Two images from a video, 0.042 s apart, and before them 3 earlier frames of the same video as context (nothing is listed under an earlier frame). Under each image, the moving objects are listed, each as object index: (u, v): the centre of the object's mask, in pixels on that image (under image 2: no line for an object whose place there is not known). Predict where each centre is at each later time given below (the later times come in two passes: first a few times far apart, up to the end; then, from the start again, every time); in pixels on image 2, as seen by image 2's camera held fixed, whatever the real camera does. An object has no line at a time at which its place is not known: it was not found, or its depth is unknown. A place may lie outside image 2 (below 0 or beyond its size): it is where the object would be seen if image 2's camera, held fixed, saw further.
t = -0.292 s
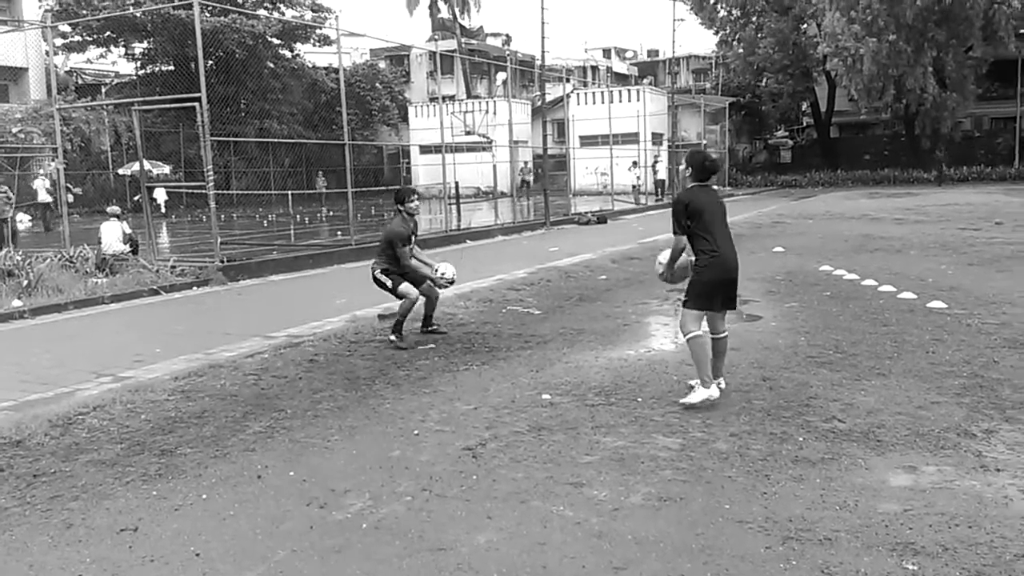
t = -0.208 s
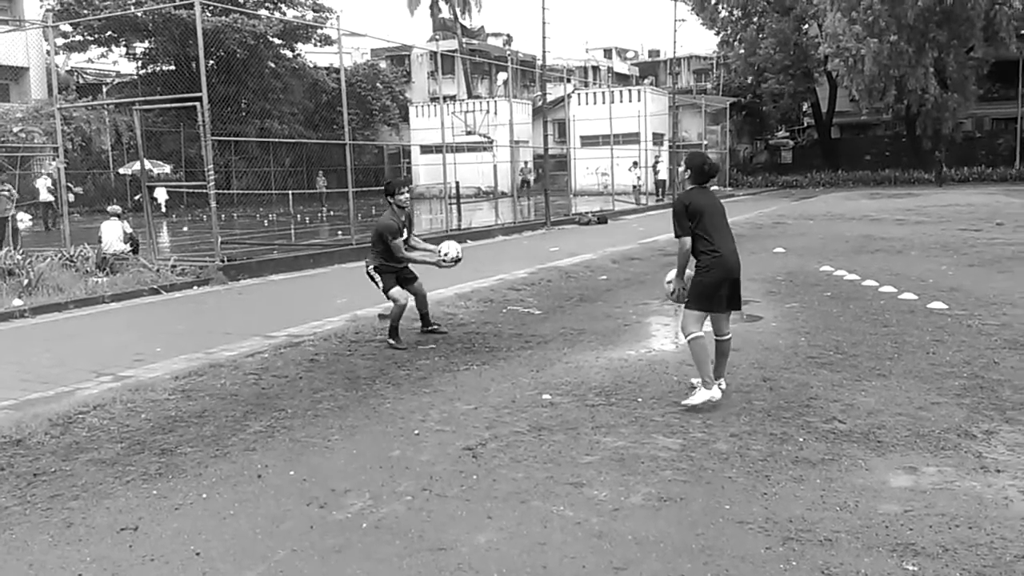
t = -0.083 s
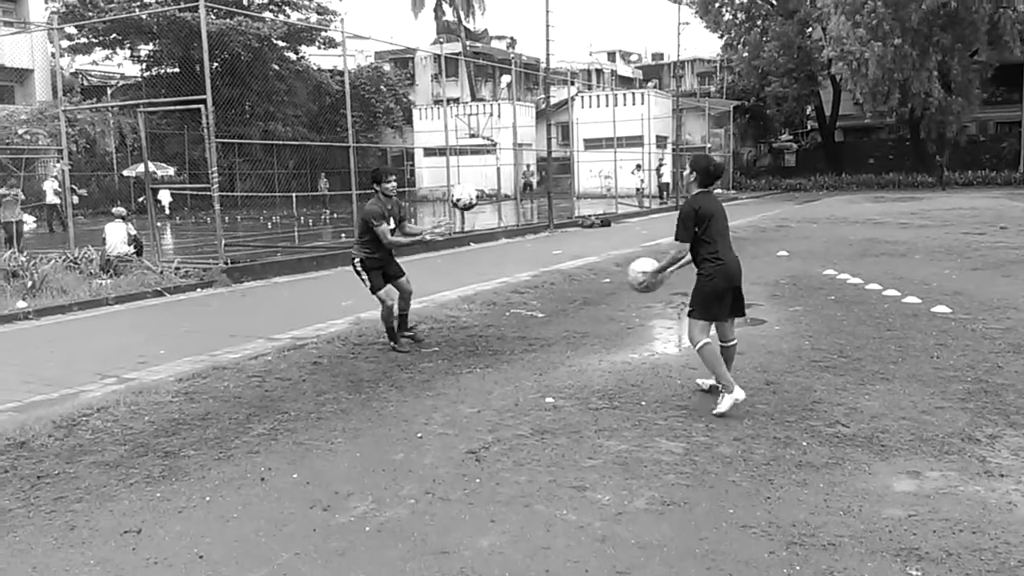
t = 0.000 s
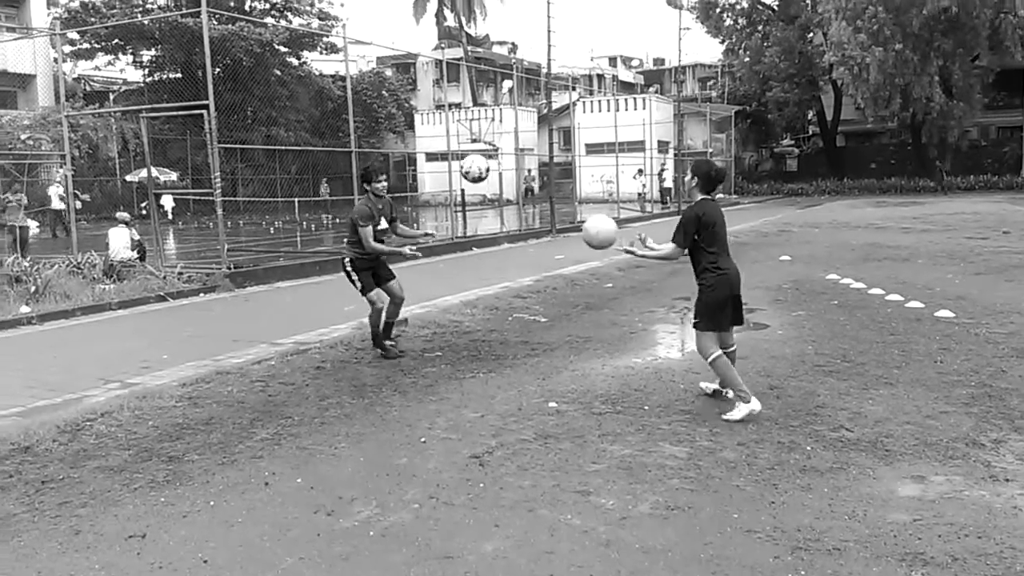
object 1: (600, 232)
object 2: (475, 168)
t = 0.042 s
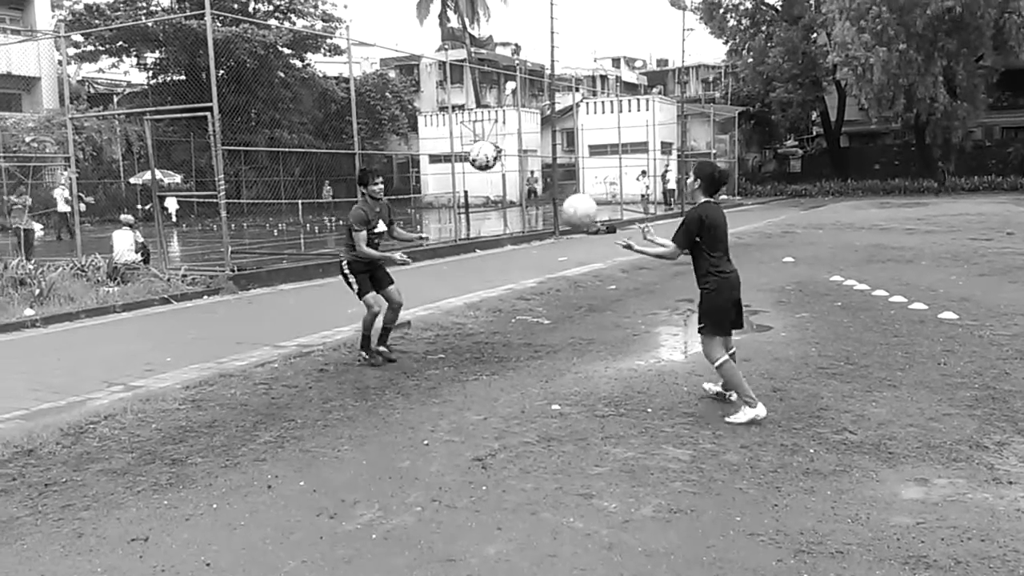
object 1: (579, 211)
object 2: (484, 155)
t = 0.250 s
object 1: (463, 138)
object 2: (511, 111)
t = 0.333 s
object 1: (416, 126)
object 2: (524, 110)
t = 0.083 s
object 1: (555, 190)
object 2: (488, 143)
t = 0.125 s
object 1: (532, 174)
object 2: (492, 133)
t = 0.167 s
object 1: (508, 159)
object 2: (498, 123)
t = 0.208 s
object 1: (485, 148)
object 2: (504, 116)
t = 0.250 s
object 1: (463, 138)
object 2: (511, 111)
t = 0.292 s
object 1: (439, 131)
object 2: (517, 109)
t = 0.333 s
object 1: (416, 126)
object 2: (524, 110)
